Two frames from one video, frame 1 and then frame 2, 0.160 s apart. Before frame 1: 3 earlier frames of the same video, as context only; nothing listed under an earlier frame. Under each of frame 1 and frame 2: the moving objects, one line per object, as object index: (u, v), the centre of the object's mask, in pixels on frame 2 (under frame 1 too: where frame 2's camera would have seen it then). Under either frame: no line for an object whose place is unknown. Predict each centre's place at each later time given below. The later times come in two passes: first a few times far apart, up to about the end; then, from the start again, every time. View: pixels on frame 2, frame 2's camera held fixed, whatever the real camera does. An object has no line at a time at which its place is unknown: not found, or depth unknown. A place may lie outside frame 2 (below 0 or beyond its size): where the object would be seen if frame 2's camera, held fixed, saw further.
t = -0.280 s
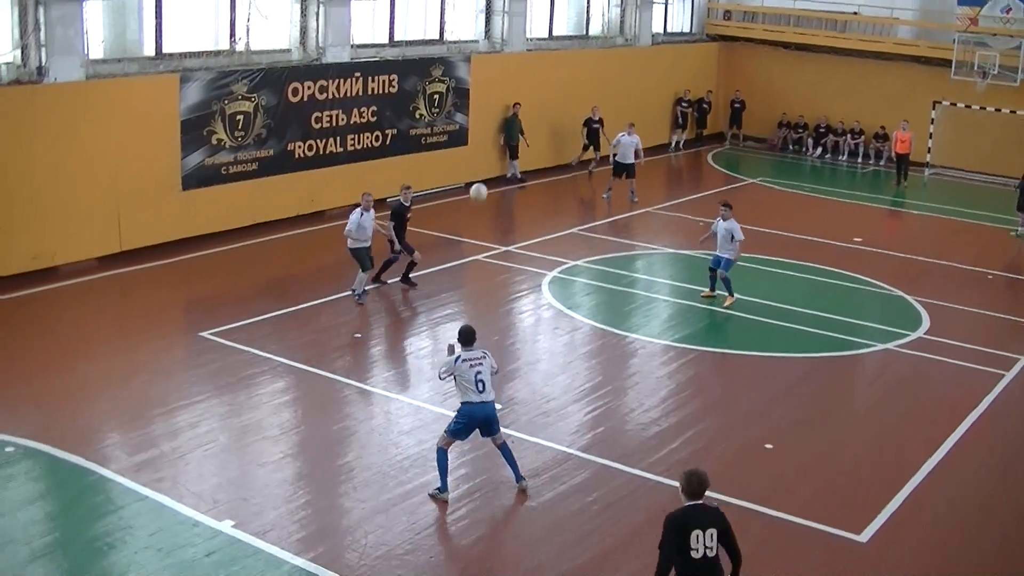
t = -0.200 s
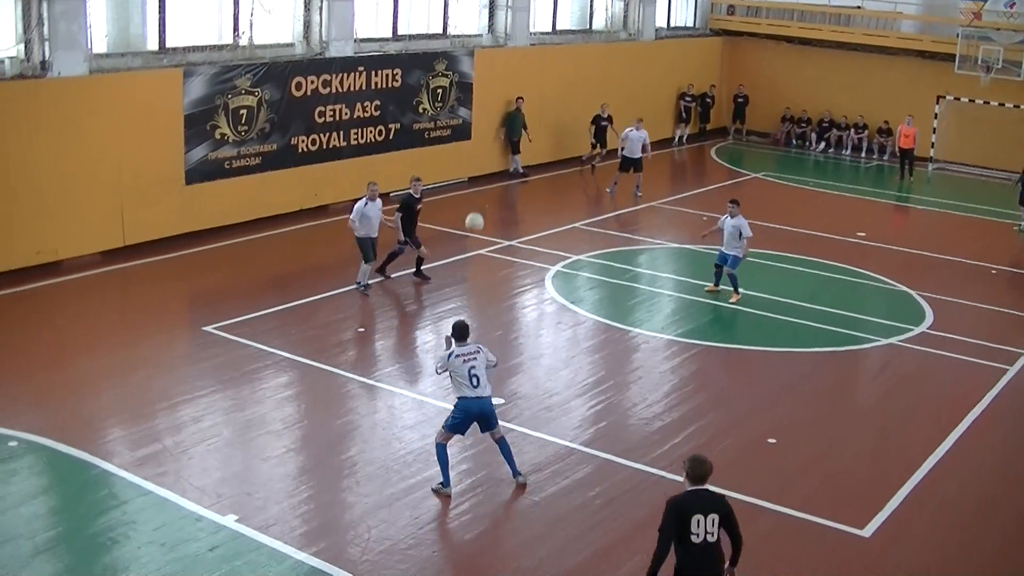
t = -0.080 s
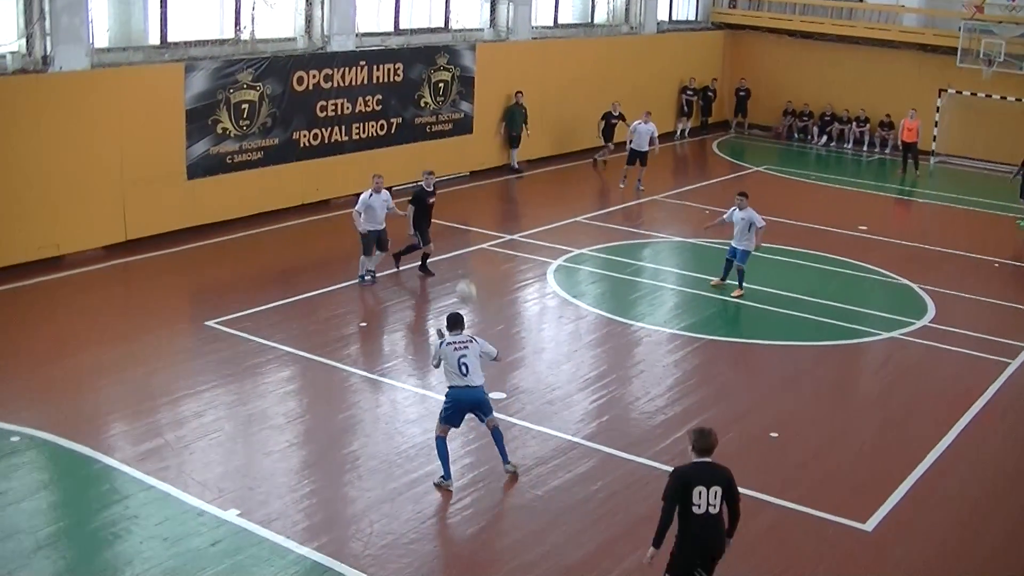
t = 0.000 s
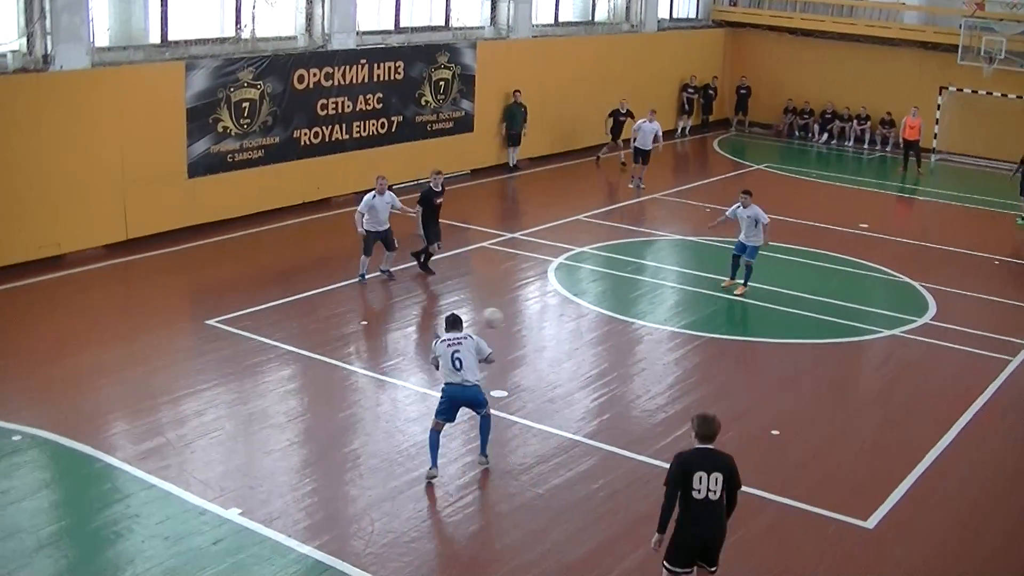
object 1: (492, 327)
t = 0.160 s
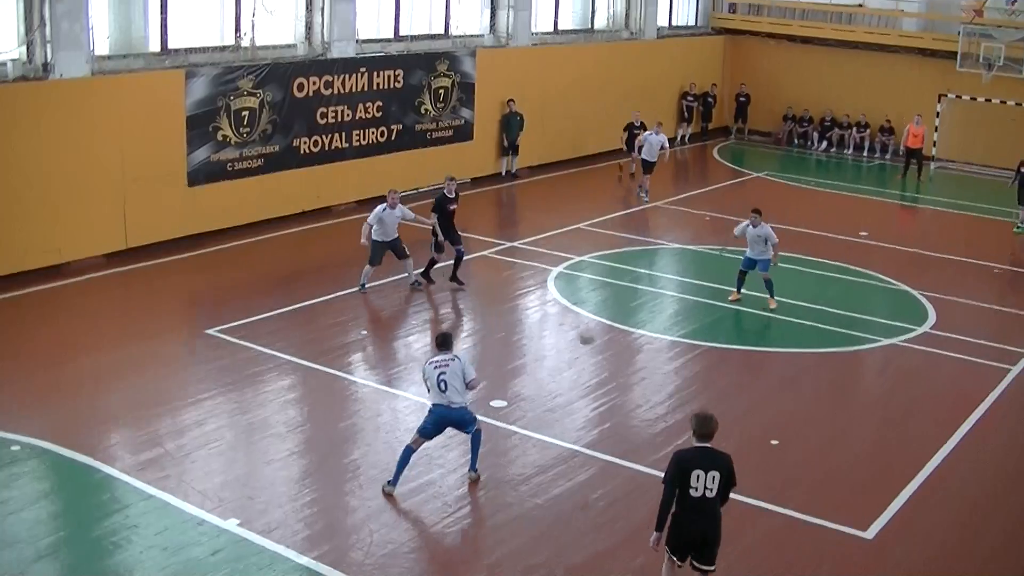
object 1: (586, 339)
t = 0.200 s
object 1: (607, 341)
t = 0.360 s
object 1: (679, 368)
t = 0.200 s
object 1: (607, 341)
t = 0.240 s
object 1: (628, 347)
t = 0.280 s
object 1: (646, 355)
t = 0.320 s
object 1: (663, 364)
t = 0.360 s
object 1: (679, 368)
